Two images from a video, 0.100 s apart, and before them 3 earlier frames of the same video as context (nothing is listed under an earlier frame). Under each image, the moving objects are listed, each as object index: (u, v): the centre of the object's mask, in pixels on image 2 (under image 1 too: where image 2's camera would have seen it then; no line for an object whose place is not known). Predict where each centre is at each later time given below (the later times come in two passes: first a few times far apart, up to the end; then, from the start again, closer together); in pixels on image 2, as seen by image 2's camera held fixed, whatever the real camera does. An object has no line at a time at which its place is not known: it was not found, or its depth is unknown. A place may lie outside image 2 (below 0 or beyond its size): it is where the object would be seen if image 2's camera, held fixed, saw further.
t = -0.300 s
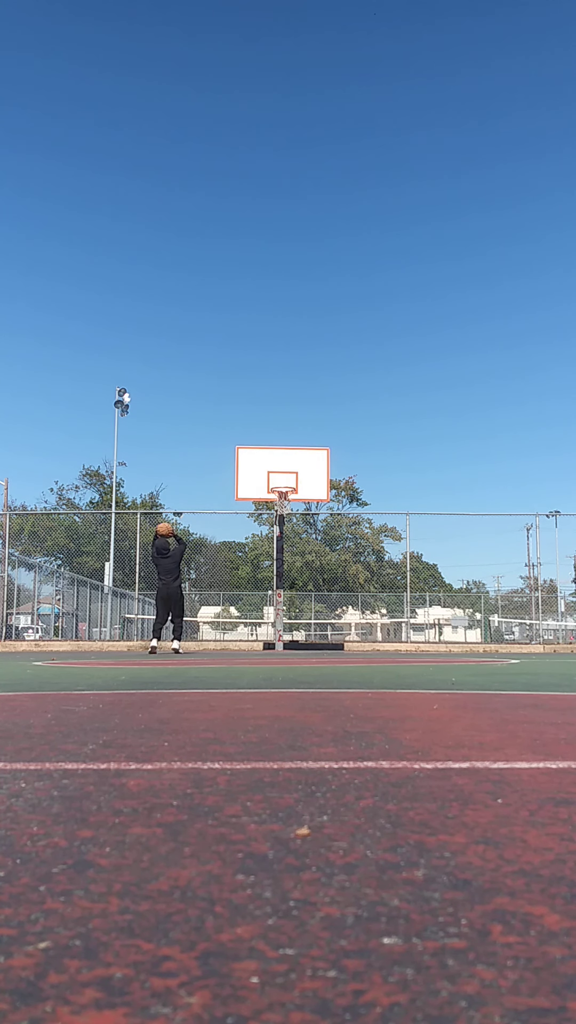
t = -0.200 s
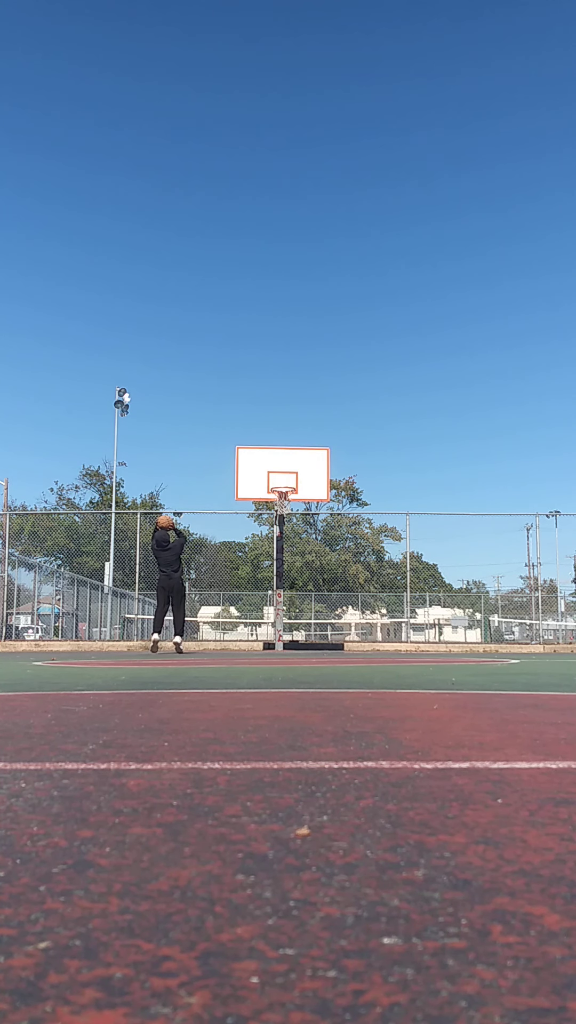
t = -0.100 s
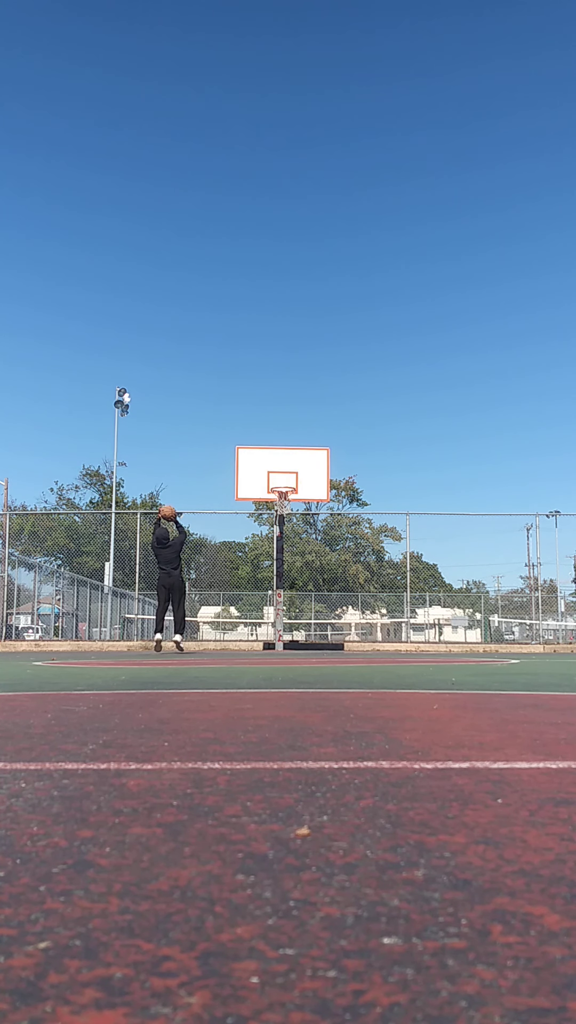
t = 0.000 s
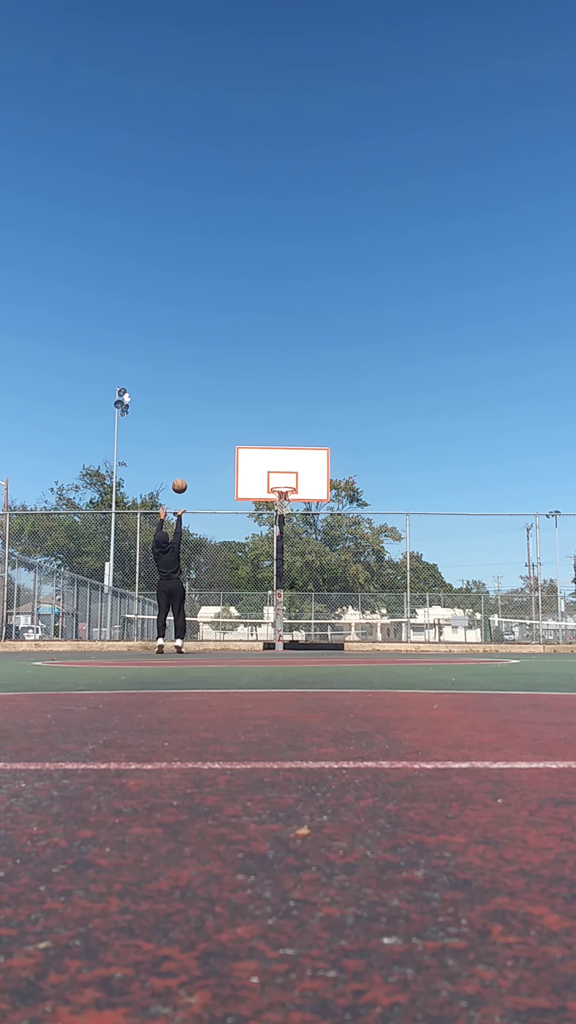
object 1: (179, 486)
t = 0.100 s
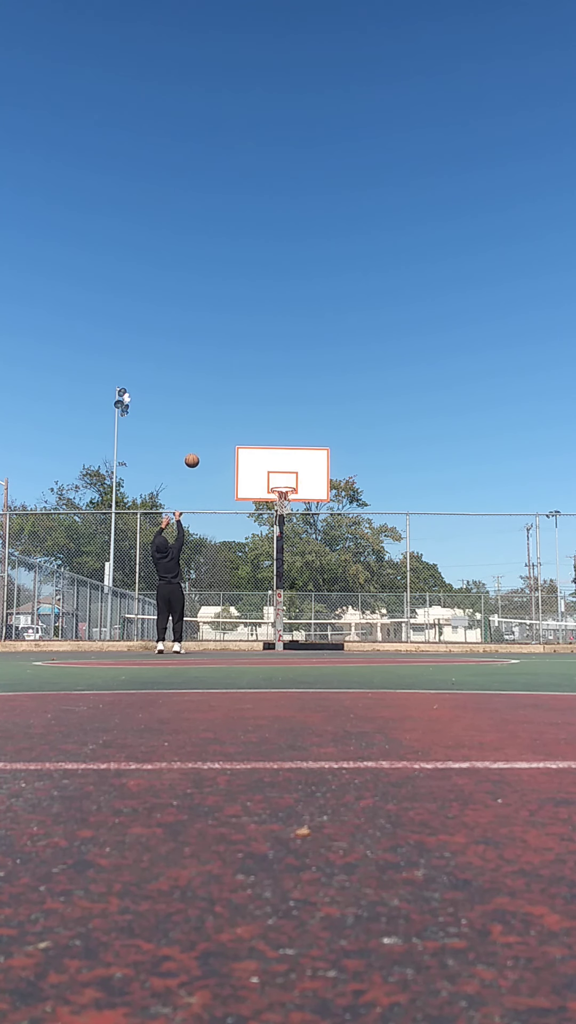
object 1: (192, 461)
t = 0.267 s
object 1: (211, 434)
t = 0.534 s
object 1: (240, 427)
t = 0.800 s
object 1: (265, 456)
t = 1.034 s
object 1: (289, 498)
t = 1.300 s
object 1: (294, 505)
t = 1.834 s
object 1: (282, 612)
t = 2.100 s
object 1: (272, 600)
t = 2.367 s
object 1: (262, 563)
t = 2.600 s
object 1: (252, 562)
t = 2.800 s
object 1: (245, 585)
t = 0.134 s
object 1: (196, 454)
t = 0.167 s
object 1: (200, 448)
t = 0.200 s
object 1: (204, 442)
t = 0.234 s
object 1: (207, 438)
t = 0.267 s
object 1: (211, 434)
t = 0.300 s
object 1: (215, 431)
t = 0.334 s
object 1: (219, 428)
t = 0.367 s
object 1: (222, 427)
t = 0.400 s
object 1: (226, 425)
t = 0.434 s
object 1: (229, 425)
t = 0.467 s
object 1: (233, 425)
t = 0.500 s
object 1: (236, 426)
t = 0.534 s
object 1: (240, 427)
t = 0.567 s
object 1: (243, 429)
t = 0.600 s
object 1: (246, 431)
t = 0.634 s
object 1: (249, 434)
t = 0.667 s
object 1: (252, 437)
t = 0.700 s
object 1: (255, 441)
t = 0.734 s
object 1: (258, 445)
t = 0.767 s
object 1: (262, 450)
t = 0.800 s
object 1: (265, 456)
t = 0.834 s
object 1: (268, 462)
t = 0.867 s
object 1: (271, 469)
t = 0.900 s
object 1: (273, 476)
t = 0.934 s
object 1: (276, 483)
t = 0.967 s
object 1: (280, 486)
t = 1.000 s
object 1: (284, 495)
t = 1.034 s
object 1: (289, 498)
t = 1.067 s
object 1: (293, 501)
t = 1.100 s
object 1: (294, 501)
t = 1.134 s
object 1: (295, 501)
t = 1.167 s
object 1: (295, 501)
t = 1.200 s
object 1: (295, 501)
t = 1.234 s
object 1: (295, 501)
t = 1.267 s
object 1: (295, 504)
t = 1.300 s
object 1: (294, 505)
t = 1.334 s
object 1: (293, 507)
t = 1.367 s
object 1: (292, 510)
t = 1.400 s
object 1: (291, 513)
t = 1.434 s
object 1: (290, 518)
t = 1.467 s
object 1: (290, 522)
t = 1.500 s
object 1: (288, 528)
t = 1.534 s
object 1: (288, 534)
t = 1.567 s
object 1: (287, 540)
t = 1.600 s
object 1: (286, 547)
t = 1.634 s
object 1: (286, 555)
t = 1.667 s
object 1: (285, 563)
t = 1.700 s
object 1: (284, 571)
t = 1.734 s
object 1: (284, 581)
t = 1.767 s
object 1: (283, 591)
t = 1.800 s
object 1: (283, 601)
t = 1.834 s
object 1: (282, 612)
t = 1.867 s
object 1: (282, 625)
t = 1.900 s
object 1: (281, 637)
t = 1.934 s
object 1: (280, 643)
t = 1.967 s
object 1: (278, 633)
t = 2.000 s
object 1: (277, 624)
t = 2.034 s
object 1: (275, 615)
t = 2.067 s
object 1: (274, 607)
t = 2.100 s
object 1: (272, 600)
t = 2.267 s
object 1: (265, 572)
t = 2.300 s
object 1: (264, 568)
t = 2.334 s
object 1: (263, 565)
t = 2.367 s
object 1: (262, 563)
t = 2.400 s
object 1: (260, 561)
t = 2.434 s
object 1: (259, 560)
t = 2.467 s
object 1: (258, 559)
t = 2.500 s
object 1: (256, 559)
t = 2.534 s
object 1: (255, 559)
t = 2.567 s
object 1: (254, 560)
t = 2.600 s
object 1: (252, 562)
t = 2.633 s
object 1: (251, 565)
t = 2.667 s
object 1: (250, 568)
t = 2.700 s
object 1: (248, 571)
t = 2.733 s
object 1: (247, 575)
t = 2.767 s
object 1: (246, 580)
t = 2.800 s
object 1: (245, 585)
